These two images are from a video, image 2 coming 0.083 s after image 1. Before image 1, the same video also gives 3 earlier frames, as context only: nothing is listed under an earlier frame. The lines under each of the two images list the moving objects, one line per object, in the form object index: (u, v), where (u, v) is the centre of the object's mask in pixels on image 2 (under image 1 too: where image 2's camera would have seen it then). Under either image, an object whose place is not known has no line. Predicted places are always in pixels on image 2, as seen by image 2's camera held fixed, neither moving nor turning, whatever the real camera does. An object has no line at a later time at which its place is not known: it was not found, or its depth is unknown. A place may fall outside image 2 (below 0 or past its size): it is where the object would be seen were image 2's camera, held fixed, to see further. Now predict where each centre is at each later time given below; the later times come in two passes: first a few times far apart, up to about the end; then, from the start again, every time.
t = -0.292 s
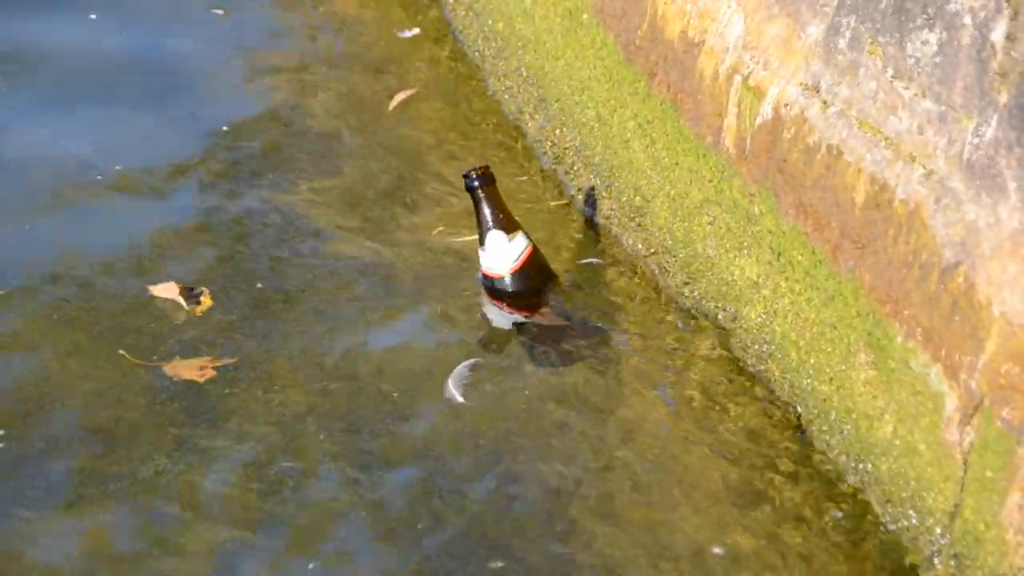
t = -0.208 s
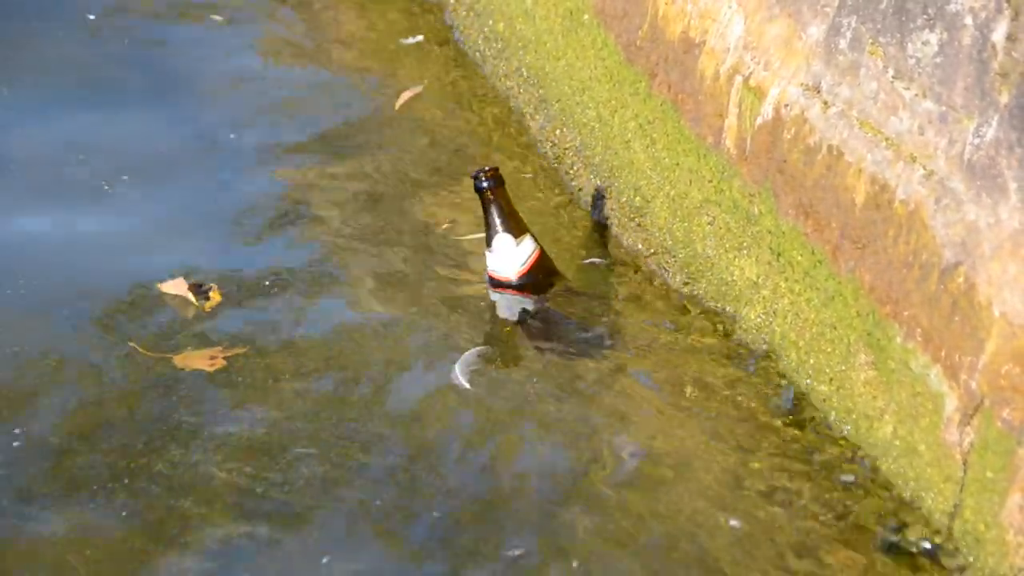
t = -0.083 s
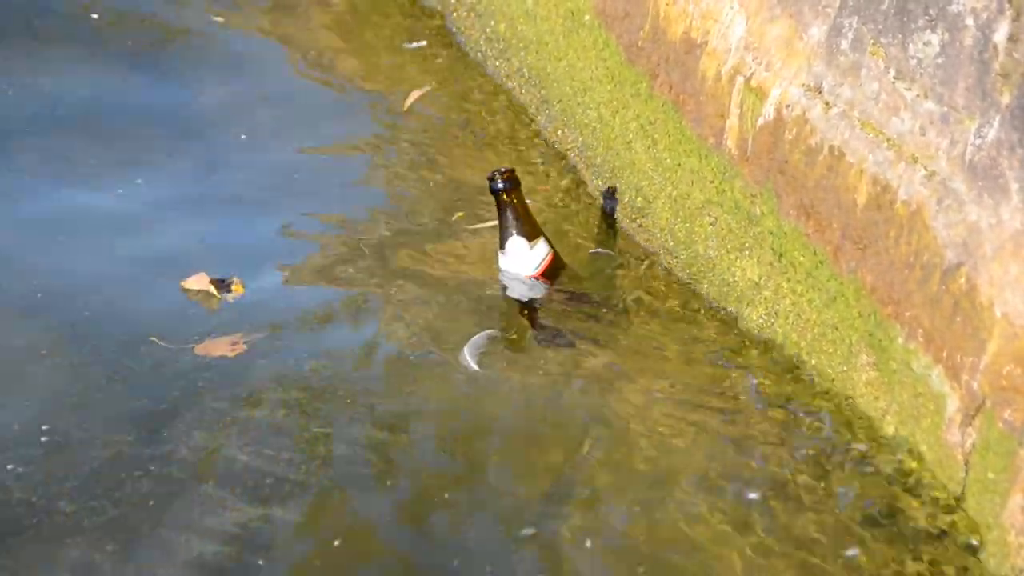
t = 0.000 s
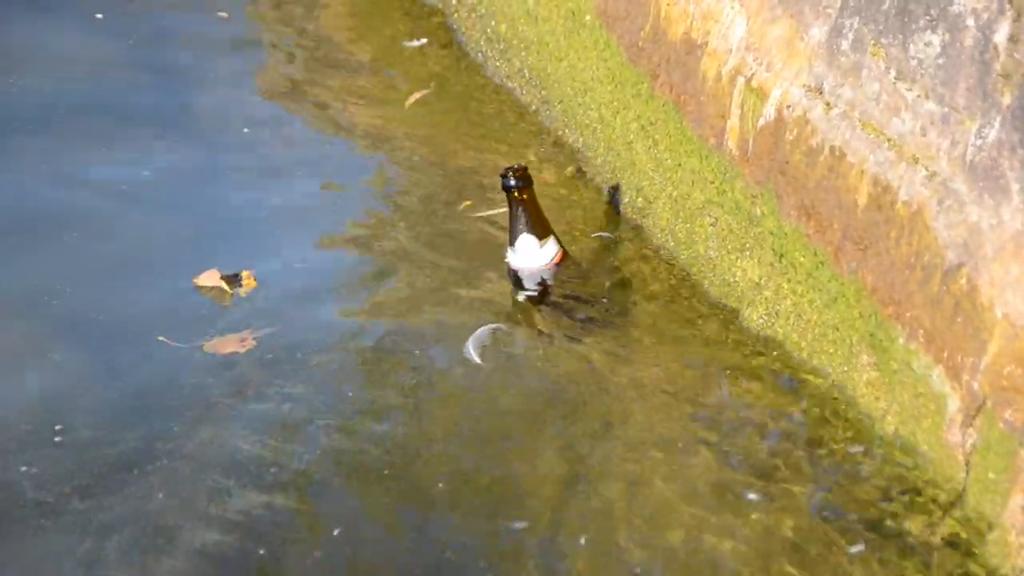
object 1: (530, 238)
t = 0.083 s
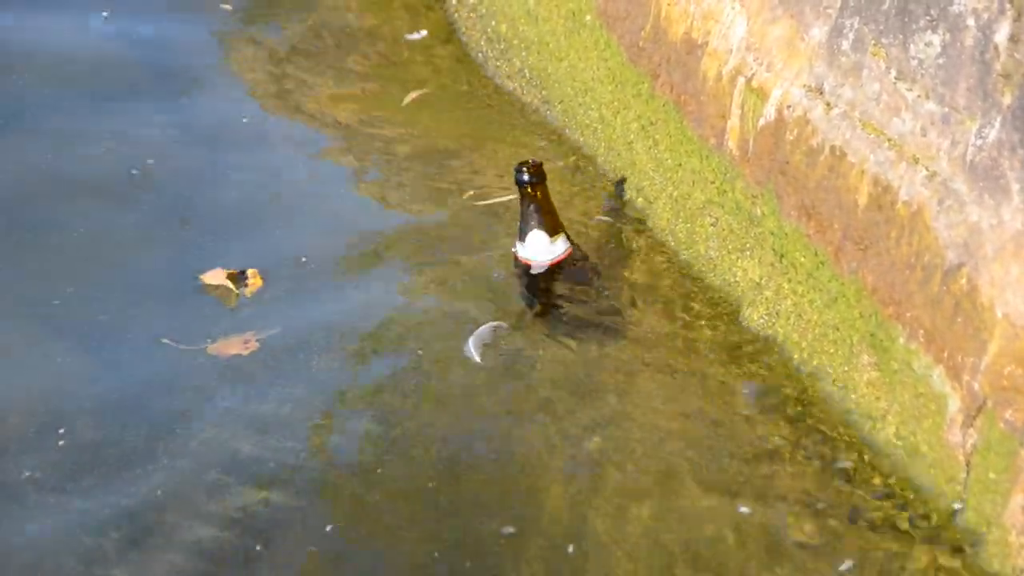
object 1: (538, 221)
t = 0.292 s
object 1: (552, 219)
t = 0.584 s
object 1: (535, 281)
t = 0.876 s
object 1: (554, 274)
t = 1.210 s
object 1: (543, 251)
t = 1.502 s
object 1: (512, 219)
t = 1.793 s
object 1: (477, 231)
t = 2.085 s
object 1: (494, 230)
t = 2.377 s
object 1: (510, 220)
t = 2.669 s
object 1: (522, 229)
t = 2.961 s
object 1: (558, 265)
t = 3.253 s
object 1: (595, 250)
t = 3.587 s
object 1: (586, 243)
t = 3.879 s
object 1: (545, 266)
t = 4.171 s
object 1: (537, 262)
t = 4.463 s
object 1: (551, 208)
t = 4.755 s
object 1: (550, 206)
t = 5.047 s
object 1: (509, 278)
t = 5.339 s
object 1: (529, 293)
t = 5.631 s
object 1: (565, 224)
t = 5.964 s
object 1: (546, 205)
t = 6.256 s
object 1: (513, 242)
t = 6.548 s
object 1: (542, 242)
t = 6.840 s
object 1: (552, 240)
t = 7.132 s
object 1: (540, 307)
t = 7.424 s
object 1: (552, 308)
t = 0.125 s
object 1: (546, 239)
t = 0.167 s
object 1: (549, 243)
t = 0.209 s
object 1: (550, 247)
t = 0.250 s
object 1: (549, 250)
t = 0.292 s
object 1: (552, 219)
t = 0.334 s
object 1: (550, 222)
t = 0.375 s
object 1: (549, 235)
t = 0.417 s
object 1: (545, 247)
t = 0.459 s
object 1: (542, 256)
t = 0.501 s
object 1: (539, 265)
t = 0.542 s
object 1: (536, 275)
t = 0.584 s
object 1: (535, 281)
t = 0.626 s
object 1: (534, 280)
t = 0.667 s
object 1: (536, 276)
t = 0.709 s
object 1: (539, 270)
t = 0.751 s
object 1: (542, 269)
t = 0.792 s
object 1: (546, 264)
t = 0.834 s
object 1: (551, 265)
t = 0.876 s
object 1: (554, 274)
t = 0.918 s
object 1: (555, 273)
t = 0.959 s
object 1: (558, 266)
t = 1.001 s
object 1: (553, 265)
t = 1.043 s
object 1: (555, 249)
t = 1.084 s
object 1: (553, 249)
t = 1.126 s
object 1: (550, 251)
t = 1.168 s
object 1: (547, 253)
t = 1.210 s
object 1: (543, 251)
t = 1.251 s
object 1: (540, 245)
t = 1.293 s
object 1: (536, 241)
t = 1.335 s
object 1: (533, 235)
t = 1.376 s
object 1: (528, 233)
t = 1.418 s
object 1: (522, 227)
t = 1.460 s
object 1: (517, 222)
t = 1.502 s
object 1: (512, 219)
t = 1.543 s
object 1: (506, 218)
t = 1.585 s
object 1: (500, 219)
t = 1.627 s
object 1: (495, 224)
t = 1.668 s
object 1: (489, 228)
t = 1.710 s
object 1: (484, 230)
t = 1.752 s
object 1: (481, 231)
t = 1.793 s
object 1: (477, 231)
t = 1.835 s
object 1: (476, 234)
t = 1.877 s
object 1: (479, 236)
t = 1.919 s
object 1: (478, 235)
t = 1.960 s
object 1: (480, 231)
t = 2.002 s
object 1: (483, 229)
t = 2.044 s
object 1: (488, 229)
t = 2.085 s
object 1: (494, 230)
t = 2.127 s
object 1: (499, 231)
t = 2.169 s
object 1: (504, 230)
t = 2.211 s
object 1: (507, 228)
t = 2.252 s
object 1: (509, 227)
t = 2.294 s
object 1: (510, 224)
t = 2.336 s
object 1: (510, 220)
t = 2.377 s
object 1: (510, 220)
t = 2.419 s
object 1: (510, 221)
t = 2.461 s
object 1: (510, 221)
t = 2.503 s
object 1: (510, 221)
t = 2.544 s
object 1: (511, 222)
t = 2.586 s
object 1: (514, 224)
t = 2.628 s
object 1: (518, 226)
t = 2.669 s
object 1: (522, 229)
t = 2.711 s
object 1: (525, 233)
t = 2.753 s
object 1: (530, 237)
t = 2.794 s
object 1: (535, 244)
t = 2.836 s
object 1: (541, 251)
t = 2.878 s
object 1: (547, 259)
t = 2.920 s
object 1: (552, 264)
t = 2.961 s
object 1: (558, 265)
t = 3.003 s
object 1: (563, 265)
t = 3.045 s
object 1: (569, 266)
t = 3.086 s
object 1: (575, 263)
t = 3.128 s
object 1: (581, 258)
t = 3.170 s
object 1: (586, 258)
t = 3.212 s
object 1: (591, 255)
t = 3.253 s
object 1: (595, 250)
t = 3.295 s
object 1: (599, 245)
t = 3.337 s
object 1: (600, 241)
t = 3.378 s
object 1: (601, 236)
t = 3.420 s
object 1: (601, 235)
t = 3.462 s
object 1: (599, 235)
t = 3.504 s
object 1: (596, 238)
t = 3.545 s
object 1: (592, 241)
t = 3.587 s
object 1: (586, 243)
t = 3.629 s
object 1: (580, 247)
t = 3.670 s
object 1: (574, 250)
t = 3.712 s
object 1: (567, 254)
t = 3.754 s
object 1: (561, 259)
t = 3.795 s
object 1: (556, 263)
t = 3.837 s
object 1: (550, 266)
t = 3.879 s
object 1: (545, 266)
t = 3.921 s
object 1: (541, 267)
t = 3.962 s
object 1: (539, 267)
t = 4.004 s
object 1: (536, 265)
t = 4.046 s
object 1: (536, 263)
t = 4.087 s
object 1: (536, 271)
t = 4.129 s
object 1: (537, 263)
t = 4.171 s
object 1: (537, 262)
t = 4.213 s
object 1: (538, 256)
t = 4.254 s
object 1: (540, 239)
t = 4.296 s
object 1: (541, 234)
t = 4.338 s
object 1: (544, 229)
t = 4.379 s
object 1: (546, 223)
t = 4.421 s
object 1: (550, 217)
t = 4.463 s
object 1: (551, 208)
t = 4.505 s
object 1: (554, 201)
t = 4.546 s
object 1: (556, 197)
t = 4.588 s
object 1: (557, 194)
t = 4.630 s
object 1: (557, 196)
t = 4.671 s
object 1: (555, 196)
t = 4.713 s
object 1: (553, 199)
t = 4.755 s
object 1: (550, 206)
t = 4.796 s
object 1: (544, 214)
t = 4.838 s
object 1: (538, 223)
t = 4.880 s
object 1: (532, 234)
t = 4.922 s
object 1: (526, 256)
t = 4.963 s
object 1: (519, 259)
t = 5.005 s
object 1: (514, 270)
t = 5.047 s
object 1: (509, 278)
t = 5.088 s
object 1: (507, 285)
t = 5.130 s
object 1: (506, 291)
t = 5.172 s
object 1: (507, 301)
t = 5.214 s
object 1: (511, 303)
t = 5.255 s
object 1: (516, 304)
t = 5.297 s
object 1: (524, 293)
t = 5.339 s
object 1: (529, 293)
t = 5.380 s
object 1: (536, 293)
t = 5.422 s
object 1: (545, 278)
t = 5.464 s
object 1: (553, 260)
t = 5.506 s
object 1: (559, 246)
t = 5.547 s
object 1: (564, 230)
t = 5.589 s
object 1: (569, 224)
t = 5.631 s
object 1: (565, 224)
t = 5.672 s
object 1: (565, 215)
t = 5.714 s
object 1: (567, 182)
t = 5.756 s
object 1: (567, 183)
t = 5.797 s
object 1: (563, 183)
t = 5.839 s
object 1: (559, 198)
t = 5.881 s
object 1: (555, 196)
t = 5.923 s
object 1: (550, 203)
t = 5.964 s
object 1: (546, 205)
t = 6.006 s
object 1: (541, 209)
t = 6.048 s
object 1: (536, 220)
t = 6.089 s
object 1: (531, 221)
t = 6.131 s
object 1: (526, 224)
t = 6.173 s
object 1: (520, 234)
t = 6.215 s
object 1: (515, 238)
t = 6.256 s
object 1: (513, 242)
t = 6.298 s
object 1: (516, 243)
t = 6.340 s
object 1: (518, 245)
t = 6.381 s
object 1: (523, 245)
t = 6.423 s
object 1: (529, 242)
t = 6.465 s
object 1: (541, 264)
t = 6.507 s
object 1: (546, 260)
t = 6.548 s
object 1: (542, 242)
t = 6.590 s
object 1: (547, 231)
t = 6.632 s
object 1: (549, 227)
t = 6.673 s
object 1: (551, 222)
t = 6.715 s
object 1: (552, 210)
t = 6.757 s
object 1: (553, 220)
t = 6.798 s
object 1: (551, 237)
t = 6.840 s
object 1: (552, 240)
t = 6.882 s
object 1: (549, 246)
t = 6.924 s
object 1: (549, 241)
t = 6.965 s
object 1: (547, 253)
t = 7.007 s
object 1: (546, 262)
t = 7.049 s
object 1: (544, 276)
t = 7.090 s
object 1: (542, 291)
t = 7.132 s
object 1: (540, 307)
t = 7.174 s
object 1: (534, 312)
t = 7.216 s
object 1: (532, 320)
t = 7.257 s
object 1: (531, 323)
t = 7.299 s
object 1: (536, 319)
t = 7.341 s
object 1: (538, 326)
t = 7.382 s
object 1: (543, 320)
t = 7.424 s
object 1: (552, 308)
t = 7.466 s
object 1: (559, 293)
